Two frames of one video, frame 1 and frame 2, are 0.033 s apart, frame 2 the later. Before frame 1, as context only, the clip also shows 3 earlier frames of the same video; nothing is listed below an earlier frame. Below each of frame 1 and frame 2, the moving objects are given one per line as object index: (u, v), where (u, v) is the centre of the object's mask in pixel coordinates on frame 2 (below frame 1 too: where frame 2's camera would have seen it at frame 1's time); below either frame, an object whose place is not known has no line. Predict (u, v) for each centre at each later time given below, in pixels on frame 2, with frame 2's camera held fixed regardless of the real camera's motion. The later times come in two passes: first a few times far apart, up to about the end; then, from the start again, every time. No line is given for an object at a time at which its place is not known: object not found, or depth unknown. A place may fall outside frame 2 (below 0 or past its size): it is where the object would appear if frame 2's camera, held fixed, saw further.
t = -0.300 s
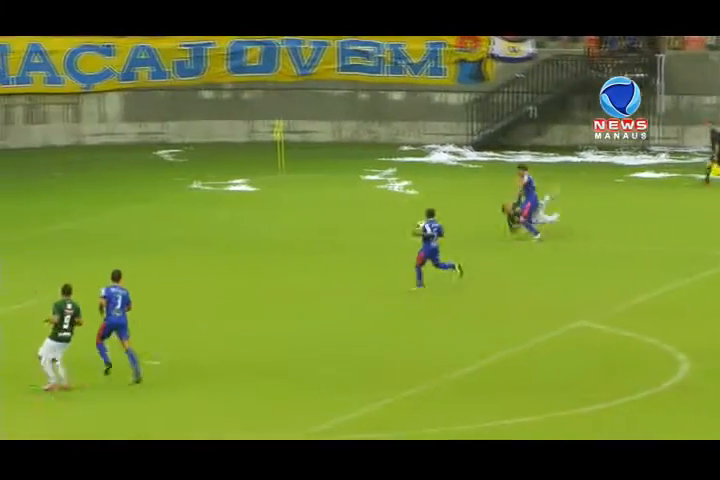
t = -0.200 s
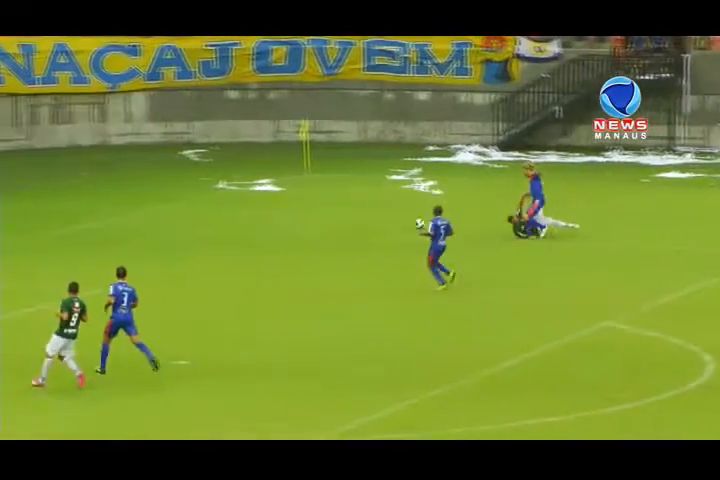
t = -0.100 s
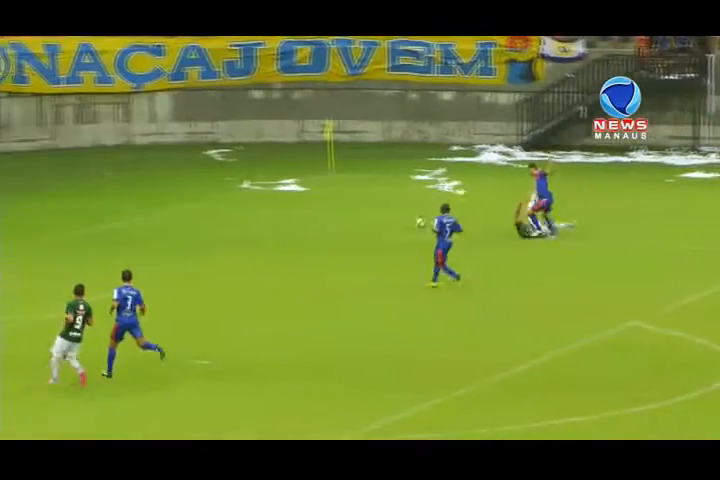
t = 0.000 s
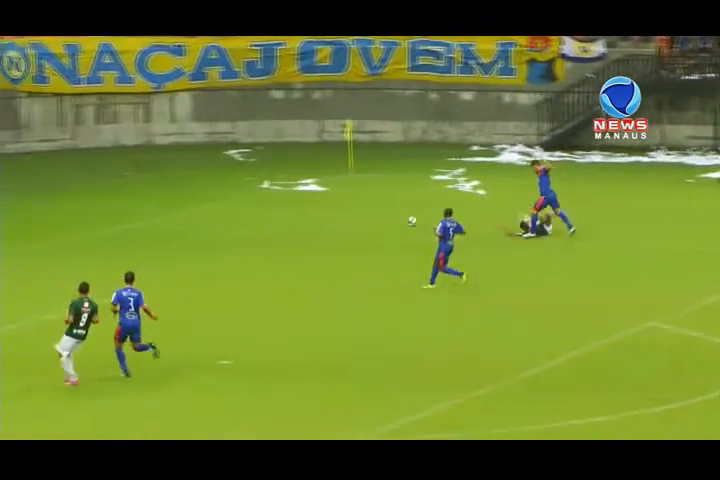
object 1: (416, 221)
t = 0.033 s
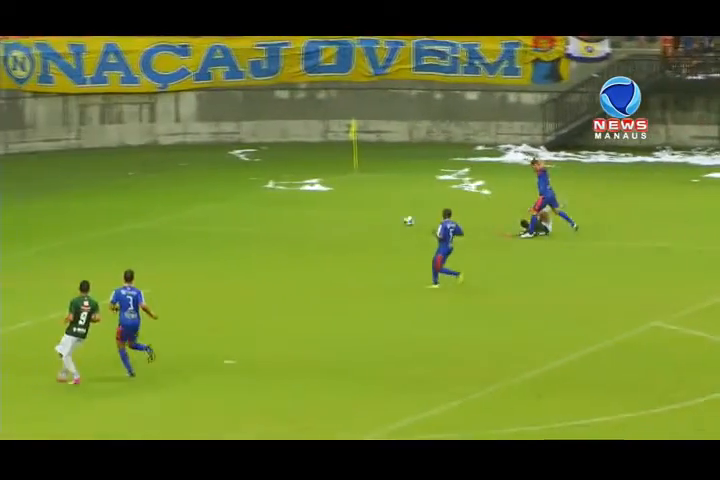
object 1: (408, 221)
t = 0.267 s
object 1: (352, 218)
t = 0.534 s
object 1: (300, 216)
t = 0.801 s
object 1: (251, 212)
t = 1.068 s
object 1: (210, 208)
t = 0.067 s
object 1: (399, 221)
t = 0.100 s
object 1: (391, 219)
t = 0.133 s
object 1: (384, 219)
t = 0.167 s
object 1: (377, 217)
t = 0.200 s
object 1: (368, 218)
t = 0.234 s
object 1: (359, 219)
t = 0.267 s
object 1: (352, 218)
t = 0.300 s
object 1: (345, 217)
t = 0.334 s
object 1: (338, 217)
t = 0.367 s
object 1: (331, 217)
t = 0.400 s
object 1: (325, 217)
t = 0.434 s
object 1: (320, 216)
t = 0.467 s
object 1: (313, 216)
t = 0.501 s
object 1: (304, 216)
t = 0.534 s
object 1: (300, 216)
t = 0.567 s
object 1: (291, 214)
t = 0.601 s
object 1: (288, 214)
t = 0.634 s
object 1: (278, 213)
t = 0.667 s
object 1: (273, 214)
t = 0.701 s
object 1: (268, 214)
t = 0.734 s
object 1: (259, 212)
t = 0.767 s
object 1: (256, 213)
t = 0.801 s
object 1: (251, 212)
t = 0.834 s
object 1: (246, 211)
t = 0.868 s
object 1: (240, 210)
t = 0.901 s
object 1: (234, 210)
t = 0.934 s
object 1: (229, 211)
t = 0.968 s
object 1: (221, 210)
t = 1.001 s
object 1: (221, 210)
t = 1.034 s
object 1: (213, 208)
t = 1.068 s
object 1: (210, 208)
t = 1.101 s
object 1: (203, 208)
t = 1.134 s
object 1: (200, 208)
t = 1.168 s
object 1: (195, 208)
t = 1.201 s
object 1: (195, 207)
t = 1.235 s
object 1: (186, 207)
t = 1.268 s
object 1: (181, 207)
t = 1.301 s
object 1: (177, 206)
